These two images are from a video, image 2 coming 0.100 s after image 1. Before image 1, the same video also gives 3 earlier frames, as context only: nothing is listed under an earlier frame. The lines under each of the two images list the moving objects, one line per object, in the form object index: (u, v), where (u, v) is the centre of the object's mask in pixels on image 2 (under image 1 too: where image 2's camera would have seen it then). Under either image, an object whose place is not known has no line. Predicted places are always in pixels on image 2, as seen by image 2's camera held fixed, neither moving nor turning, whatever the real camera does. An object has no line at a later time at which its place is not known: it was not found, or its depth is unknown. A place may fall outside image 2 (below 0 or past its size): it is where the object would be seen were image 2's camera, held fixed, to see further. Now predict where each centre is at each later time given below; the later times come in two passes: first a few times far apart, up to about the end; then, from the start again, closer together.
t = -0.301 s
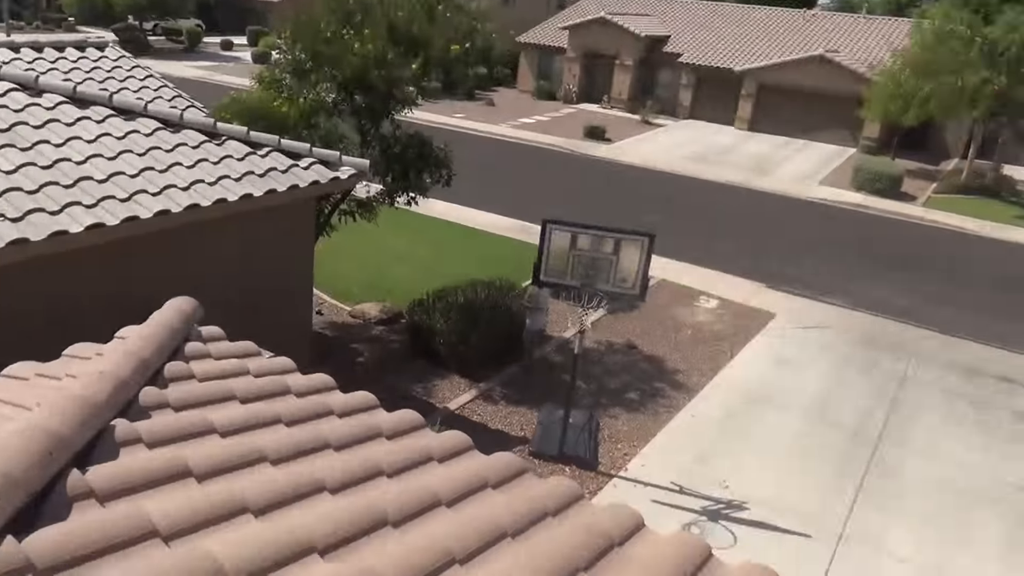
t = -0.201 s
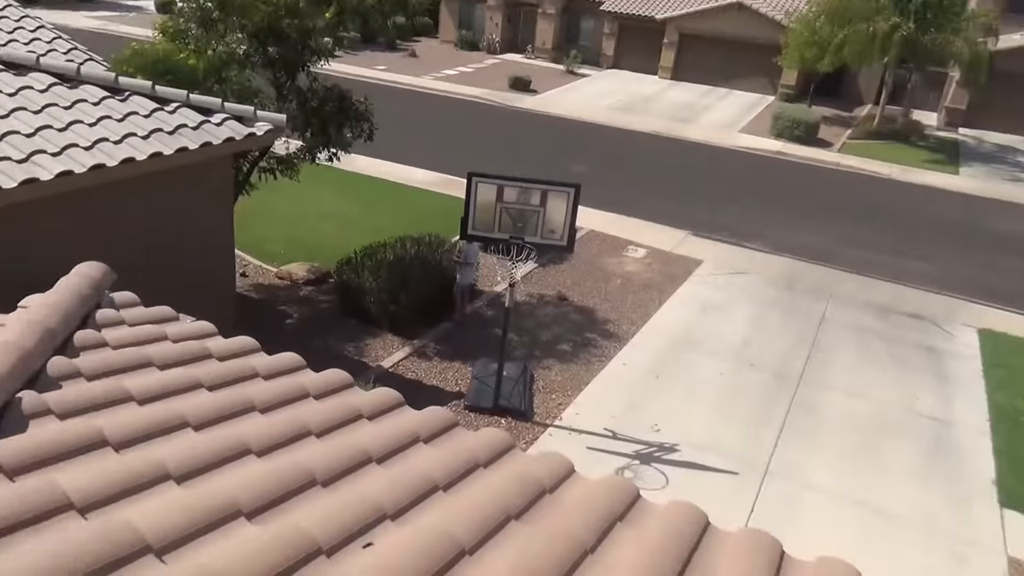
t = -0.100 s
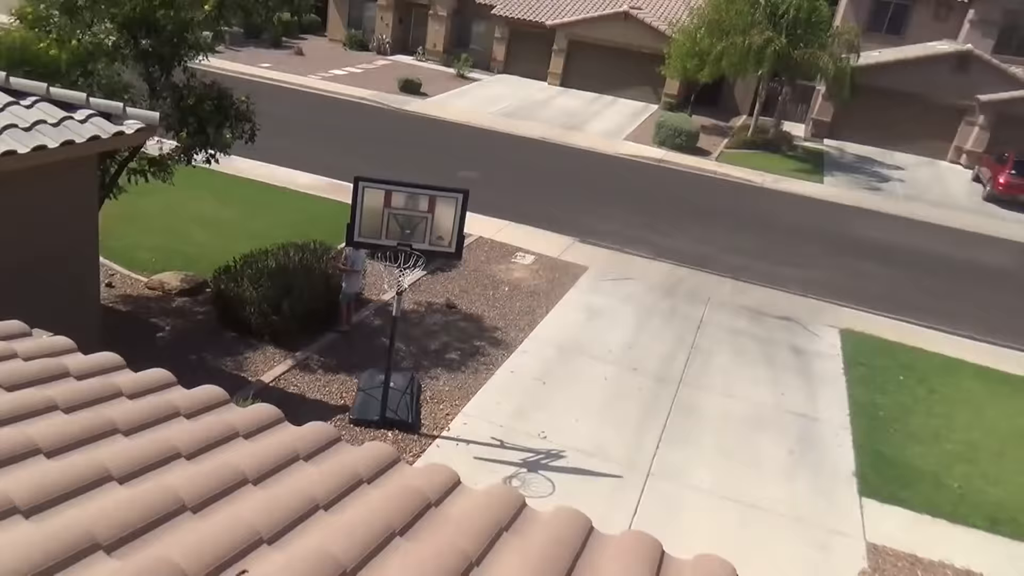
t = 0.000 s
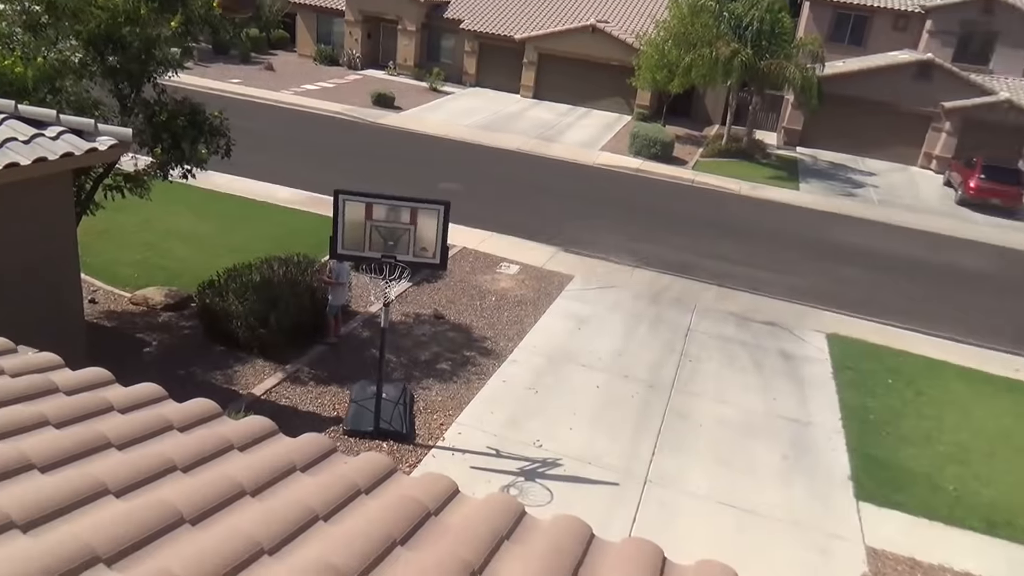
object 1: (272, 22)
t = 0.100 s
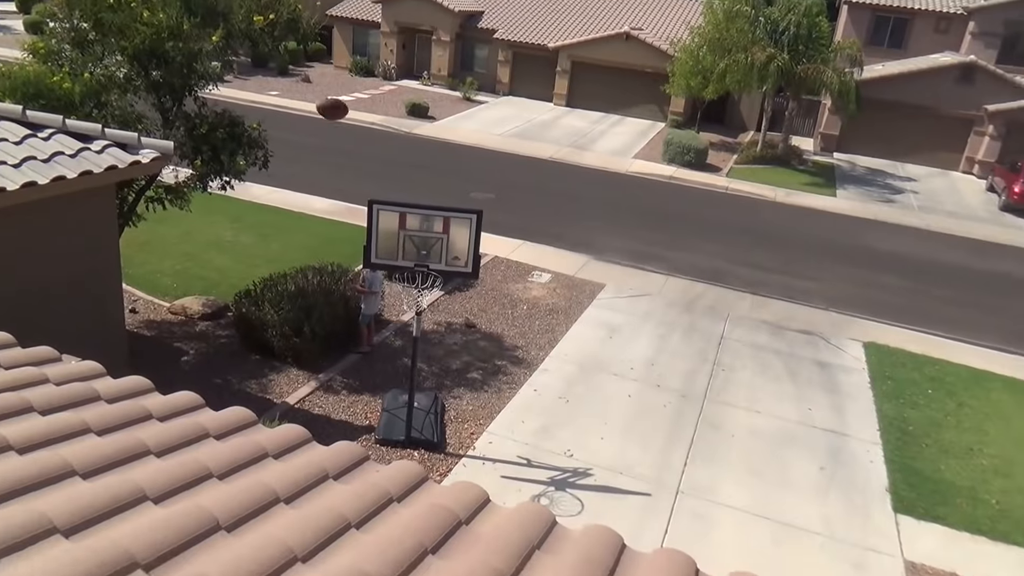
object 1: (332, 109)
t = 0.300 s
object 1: (397, 245)
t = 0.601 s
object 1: (461, 314)
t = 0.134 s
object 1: (346, 135)
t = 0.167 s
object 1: (359, 160)
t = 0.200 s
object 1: (371, 183)
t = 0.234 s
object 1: (380, 204)
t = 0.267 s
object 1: (389, 225)
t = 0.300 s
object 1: (397, 245)
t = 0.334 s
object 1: (404, 262)
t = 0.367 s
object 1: (413, 278)
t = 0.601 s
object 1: (461, 314)
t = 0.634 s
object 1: (467, 322)
